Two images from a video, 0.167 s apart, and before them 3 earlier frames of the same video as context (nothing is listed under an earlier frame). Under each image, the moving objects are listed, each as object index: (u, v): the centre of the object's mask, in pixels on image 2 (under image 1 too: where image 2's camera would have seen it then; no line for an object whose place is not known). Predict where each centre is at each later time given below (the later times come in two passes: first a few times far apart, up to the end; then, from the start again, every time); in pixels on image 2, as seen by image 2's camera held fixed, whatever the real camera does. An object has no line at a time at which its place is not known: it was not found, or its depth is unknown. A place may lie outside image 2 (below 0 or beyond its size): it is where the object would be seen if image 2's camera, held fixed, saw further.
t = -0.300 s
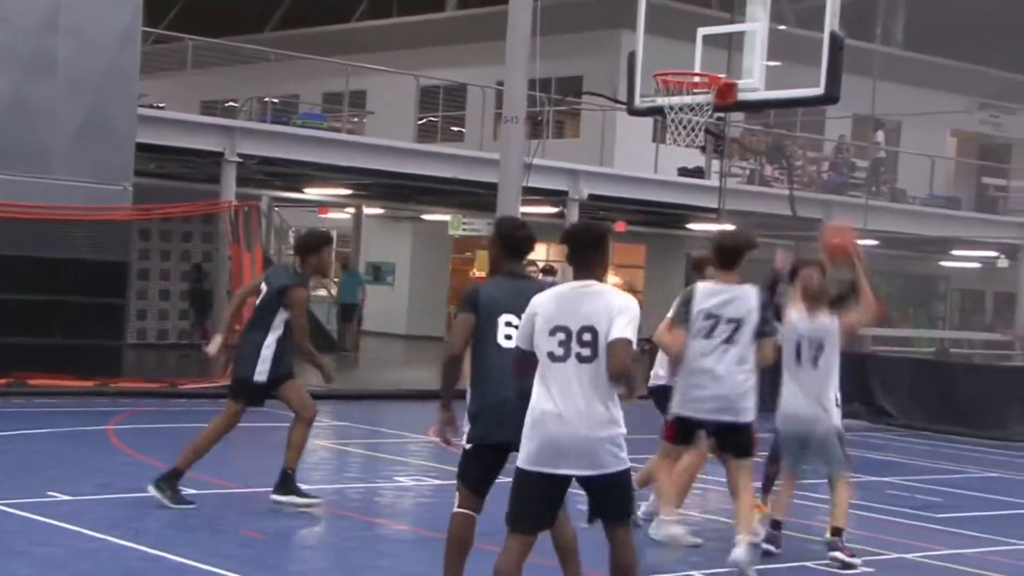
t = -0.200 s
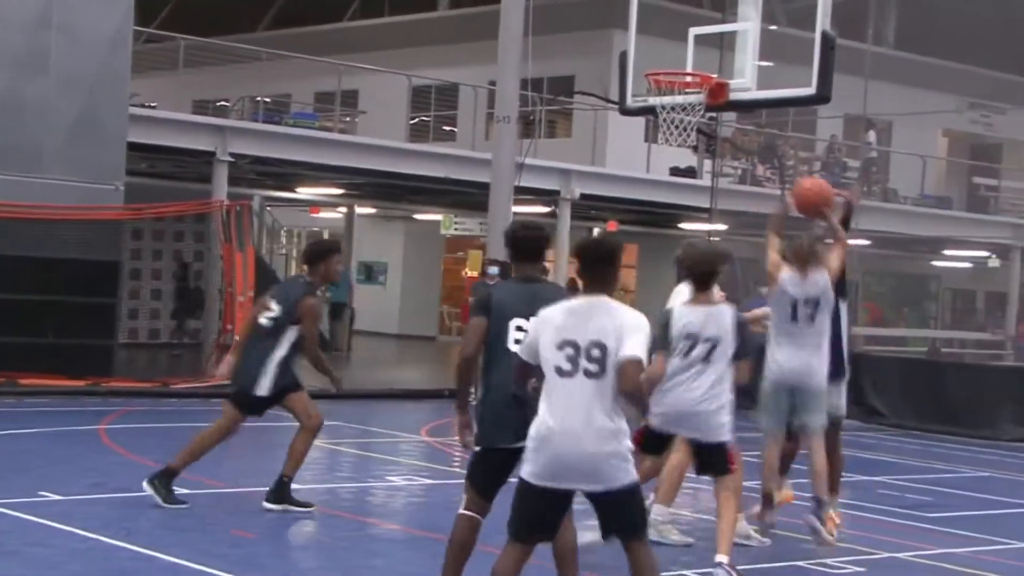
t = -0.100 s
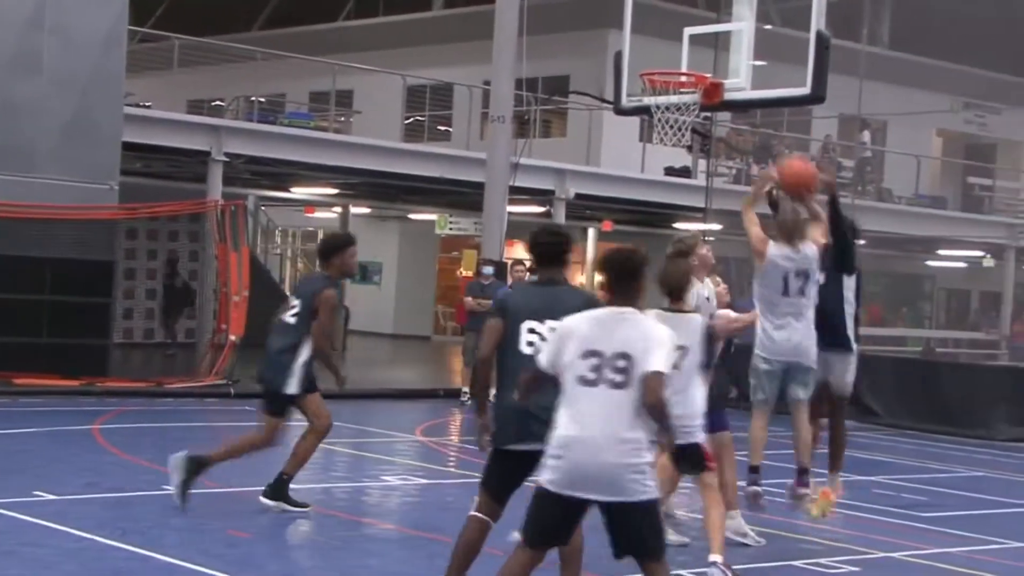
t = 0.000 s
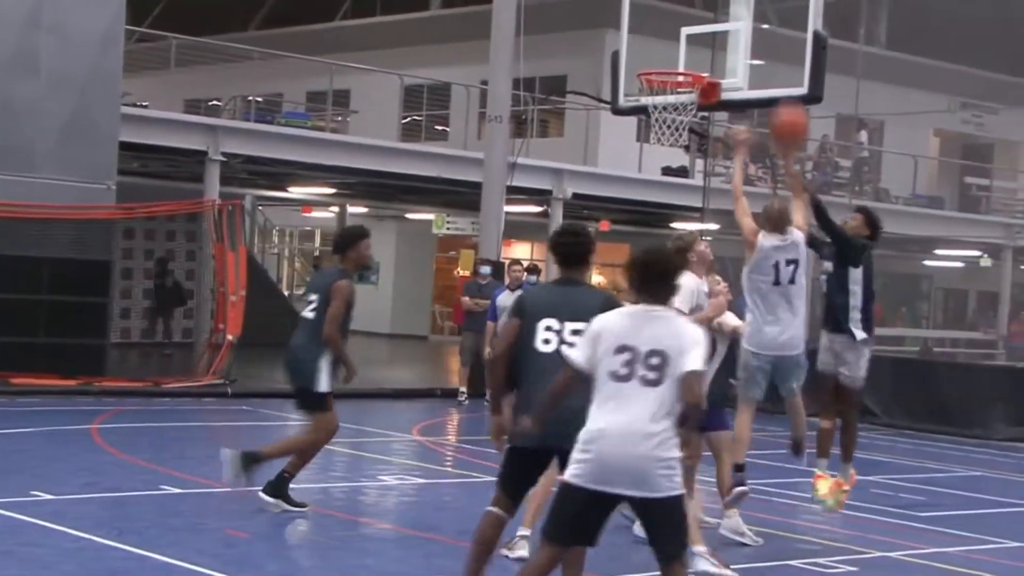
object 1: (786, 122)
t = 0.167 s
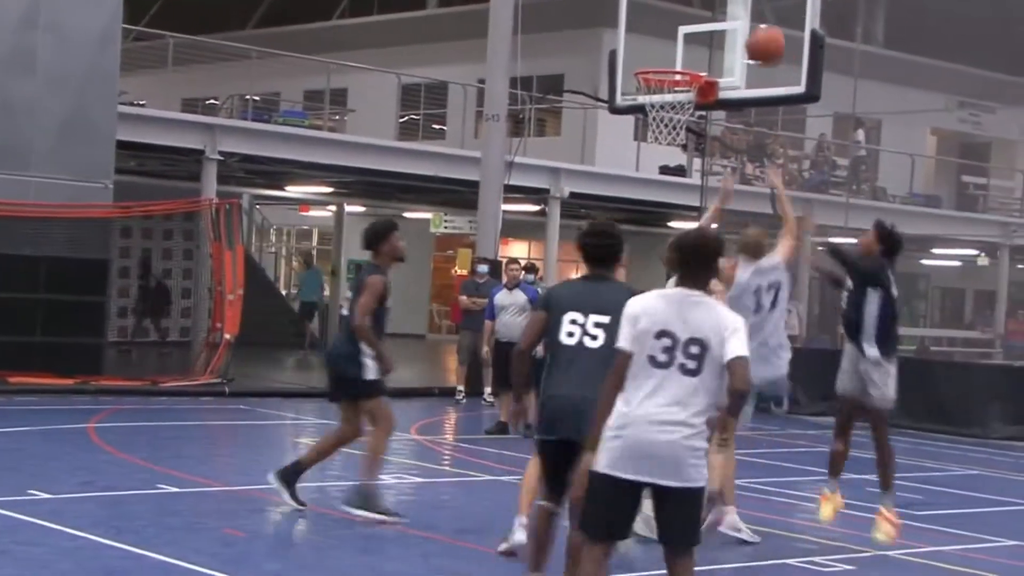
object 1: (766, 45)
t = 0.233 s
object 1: (757, 28)
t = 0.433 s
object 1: (728, 19)
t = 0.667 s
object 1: (702, 50)
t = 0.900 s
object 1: (685, 47)
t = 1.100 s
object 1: (658, 58)
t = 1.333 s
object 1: (671, 62)
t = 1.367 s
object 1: (679, 63)
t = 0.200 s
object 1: (762, 36)
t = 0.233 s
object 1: (757, 28)
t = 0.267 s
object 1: (753, 23)
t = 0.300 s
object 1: (747, 18)
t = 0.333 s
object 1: (742, 17)
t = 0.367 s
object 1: (738, 17)
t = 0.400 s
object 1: (733, 17)
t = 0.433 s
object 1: (728, 19)
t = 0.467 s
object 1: (723, 22)
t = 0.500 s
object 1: (719, 28)
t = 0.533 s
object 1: (714, 35)
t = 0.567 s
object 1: (709, 45)
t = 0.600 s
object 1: (704, 53)
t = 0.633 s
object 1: (703, 54)
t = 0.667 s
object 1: (702, 50)
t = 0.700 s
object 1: (702, 47)
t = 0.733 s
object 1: (702, 46)
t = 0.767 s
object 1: (702, 46)
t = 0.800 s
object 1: (701, 46)
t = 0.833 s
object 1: (696, 46)
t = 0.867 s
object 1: (691, 46)
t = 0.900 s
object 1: (685, 47)
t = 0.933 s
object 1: (680, 50)
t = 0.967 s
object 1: (676, 55)
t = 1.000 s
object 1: (670, 58)
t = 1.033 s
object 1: (665, 59)
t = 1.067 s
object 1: (661, 59)
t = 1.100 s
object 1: (658, 58)
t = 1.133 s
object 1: (655, 59)
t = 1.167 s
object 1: (653, 60)
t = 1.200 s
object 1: (655, 60)
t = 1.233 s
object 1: (658, 60)
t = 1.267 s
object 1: (662, 60)
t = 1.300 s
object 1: (667, 61)
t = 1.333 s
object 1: (671, 62)
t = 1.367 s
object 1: (679, 63)
